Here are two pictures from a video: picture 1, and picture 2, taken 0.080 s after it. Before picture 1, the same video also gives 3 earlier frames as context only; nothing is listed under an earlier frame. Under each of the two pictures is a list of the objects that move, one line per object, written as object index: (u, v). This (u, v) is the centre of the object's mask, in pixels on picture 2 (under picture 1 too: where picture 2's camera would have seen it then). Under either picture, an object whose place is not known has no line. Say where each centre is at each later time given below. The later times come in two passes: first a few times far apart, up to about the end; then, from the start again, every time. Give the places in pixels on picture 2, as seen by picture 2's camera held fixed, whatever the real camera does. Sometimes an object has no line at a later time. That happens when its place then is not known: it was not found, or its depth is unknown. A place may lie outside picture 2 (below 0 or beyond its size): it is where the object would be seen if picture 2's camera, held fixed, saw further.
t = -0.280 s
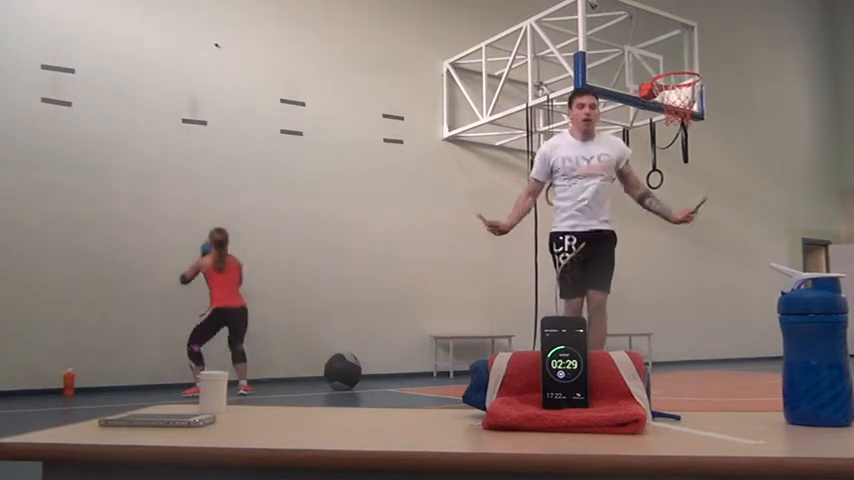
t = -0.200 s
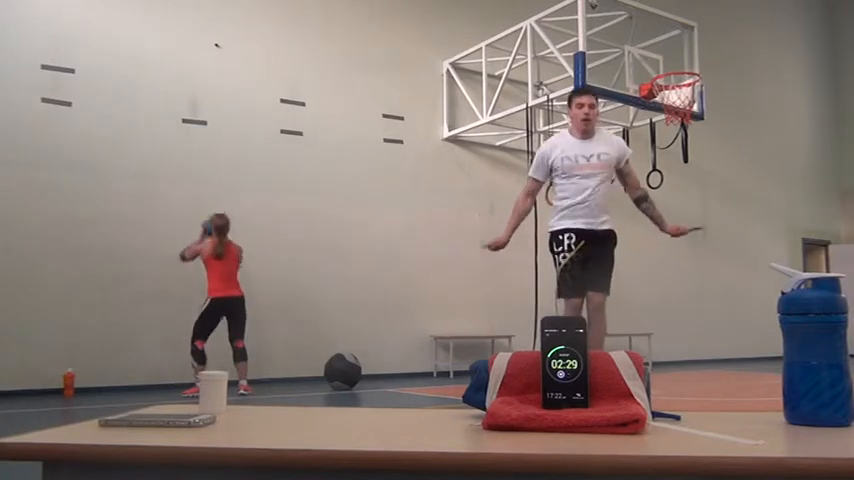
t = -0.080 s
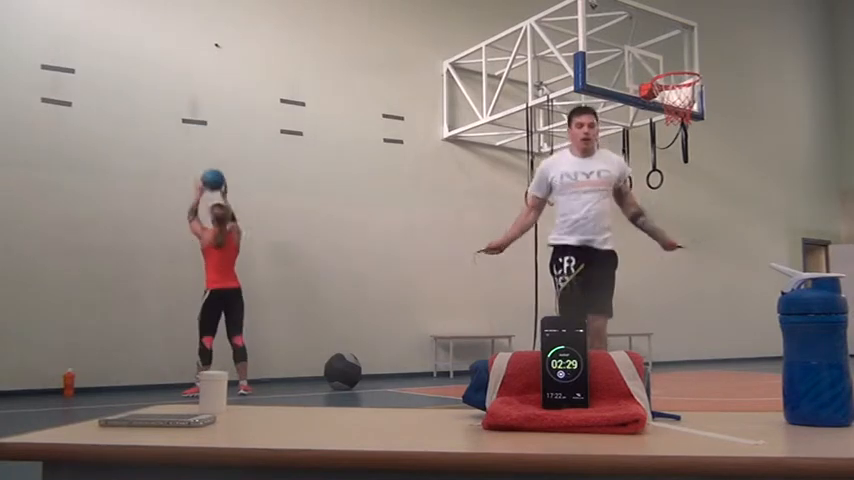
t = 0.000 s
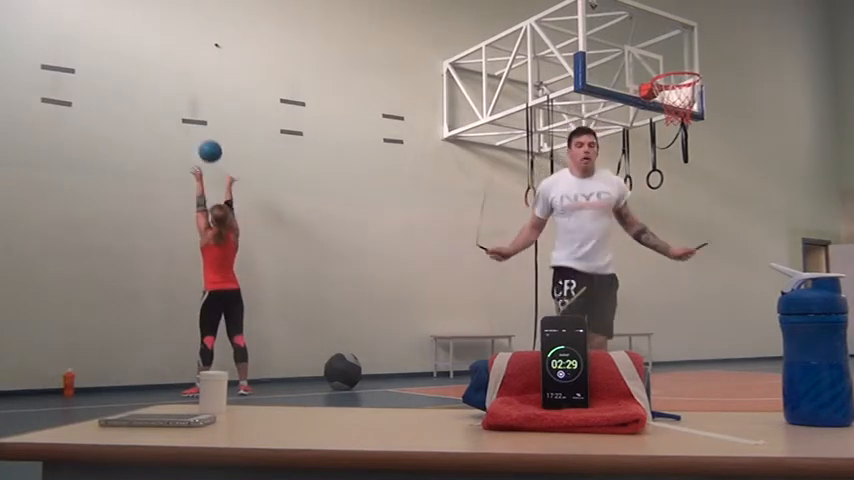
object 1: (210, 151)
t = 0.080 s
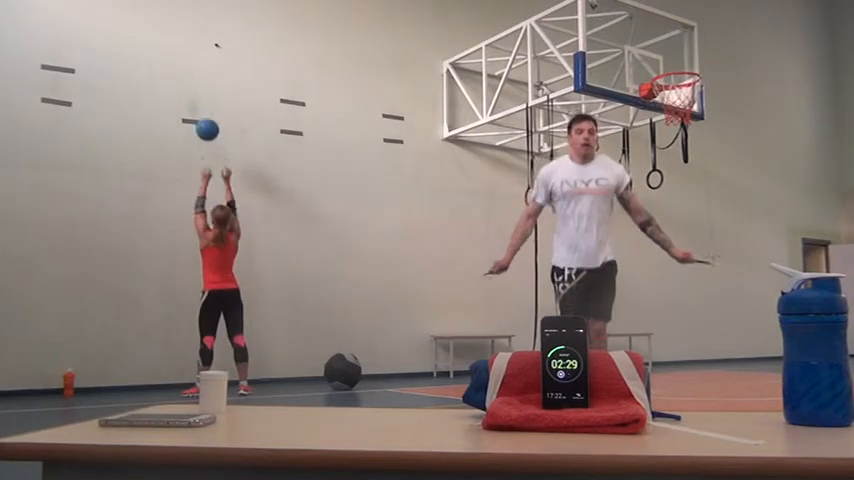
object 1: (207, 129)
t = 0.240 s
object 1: (201, 106)
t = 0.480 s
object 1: (200, 109)
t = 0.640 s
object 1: (205, 138)
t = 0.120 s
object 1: (206, 121)
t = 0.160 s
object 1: (204, 114)
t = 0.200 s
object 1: (203, 109)
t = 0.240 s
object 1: (201, 106)
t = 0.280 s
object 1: (200, 104)
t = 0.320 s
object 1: (198, 104)
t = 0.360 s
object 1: (197, 104)
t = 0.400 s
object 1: (198, 104)
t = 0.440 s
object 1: (199, 106)
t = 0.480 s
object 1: (200, 109)
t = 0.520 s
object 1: (202, 113)
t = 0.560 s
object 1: (203, 120)
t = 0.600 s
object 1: (204, 128)
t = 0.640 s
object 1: (205, 138)
